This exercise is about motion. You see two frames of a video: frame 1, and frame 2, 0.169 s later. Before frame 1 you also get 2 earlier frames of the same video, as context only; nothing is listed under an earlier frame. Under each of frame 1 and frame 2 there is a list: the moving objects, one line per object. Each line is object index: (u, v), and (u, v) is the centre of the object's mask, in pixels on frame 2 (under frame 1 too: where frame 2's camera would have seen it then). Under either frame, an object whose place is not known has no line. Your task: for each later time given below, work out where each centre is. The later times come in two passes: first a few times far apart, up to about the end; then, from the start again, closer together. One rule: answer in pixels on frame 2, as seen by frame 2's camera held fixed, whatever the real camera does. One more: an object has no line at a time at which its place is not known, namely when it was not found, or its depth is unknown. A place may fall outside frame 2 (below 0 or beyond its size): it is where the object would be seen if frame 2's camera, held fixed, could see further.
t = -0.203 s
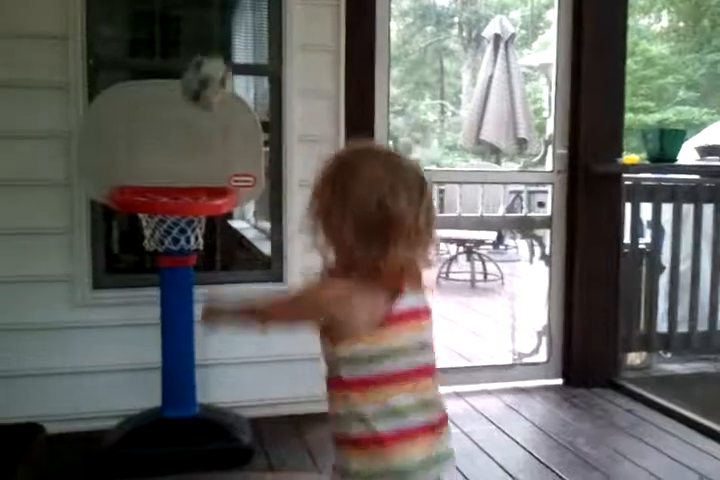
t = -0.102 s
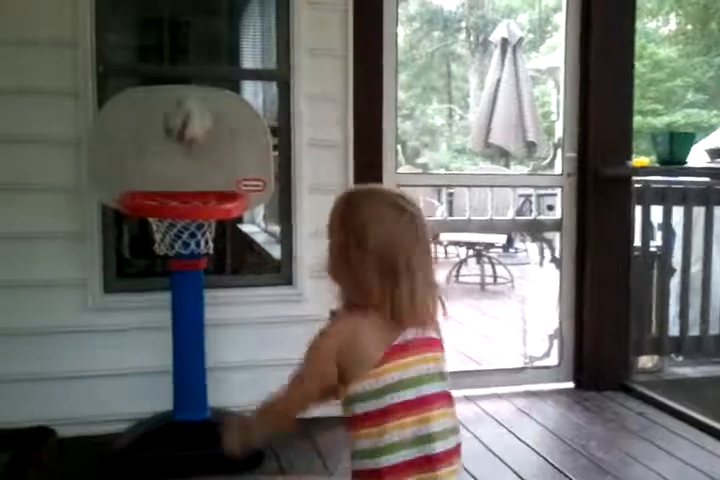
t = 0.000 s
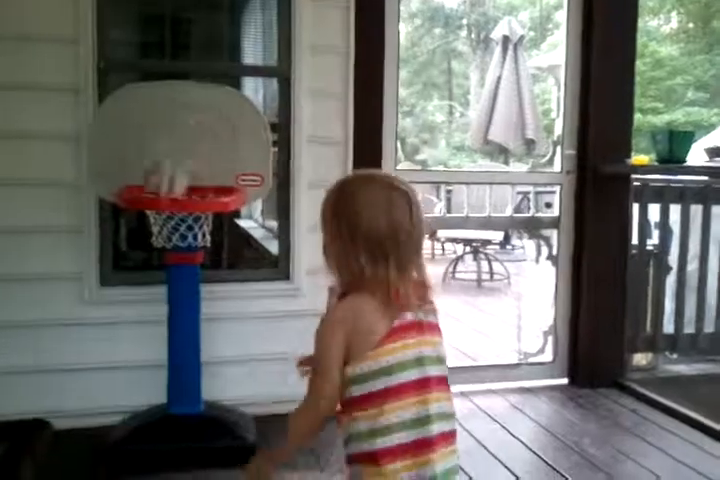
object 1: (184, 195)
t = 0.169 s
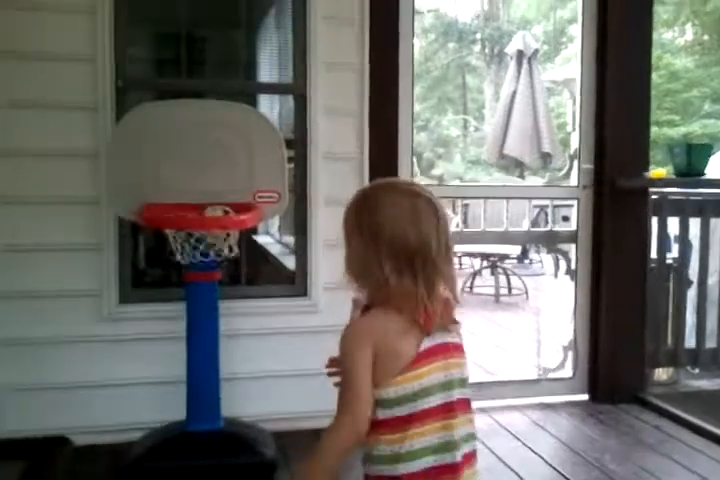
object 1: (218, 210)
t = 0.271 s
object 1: (205, 244)
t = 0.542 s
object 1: (162, 383)
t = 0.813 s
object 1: (146, 405)
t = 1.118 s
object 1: (133, 479)
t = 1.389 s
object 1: (113, 475)
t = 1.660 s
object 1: (90, 523)
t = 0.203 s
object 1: (213, 212)
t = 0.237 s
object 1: (198, 244)
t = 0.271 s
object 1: (205, 244)
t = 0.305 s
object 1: (195, 249)
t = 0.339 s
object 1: (188, 250)
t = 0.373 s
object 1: (184, 261)
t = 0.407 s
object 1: (180, 275)
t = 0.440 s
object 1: (178, 294)
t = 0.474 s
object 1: (173, 320)
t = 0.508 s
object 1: (168, 349)
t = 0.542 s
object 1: (162, 383)
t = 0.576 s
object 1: (161, 418)
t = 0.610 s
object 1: (157, 454)
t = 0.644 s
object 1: (158, 472)
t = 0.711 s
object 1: (150, 450)
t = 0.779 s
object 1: (144, 416)
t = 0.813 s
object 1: (146, 405)
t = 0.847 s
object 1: (143, 397)
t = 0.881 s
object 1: (140, 394)
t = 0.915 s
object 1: (138, 394)
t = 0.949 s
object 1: (136, 399)
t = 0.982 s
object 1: (134, 407)
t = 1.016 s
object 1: (135, 420)
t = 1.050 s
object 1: (135, 435)
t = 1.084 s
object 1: (134, 455)
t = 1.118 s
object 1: (133, 479)
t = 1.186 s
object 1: (131, 514)
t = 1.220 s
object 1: (125, 501)
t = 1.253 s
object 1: (124, 488)
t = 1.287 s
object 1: (121, 480)
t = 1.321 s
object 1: (116, 475)
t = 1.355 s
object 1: (116, 473)
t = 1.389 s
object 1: (113, 475)
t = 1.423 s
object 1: (107, 482)
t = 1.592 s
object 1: (96, 526)
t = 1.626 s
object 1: (98, 522)
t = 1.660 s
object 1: (90, 523)
